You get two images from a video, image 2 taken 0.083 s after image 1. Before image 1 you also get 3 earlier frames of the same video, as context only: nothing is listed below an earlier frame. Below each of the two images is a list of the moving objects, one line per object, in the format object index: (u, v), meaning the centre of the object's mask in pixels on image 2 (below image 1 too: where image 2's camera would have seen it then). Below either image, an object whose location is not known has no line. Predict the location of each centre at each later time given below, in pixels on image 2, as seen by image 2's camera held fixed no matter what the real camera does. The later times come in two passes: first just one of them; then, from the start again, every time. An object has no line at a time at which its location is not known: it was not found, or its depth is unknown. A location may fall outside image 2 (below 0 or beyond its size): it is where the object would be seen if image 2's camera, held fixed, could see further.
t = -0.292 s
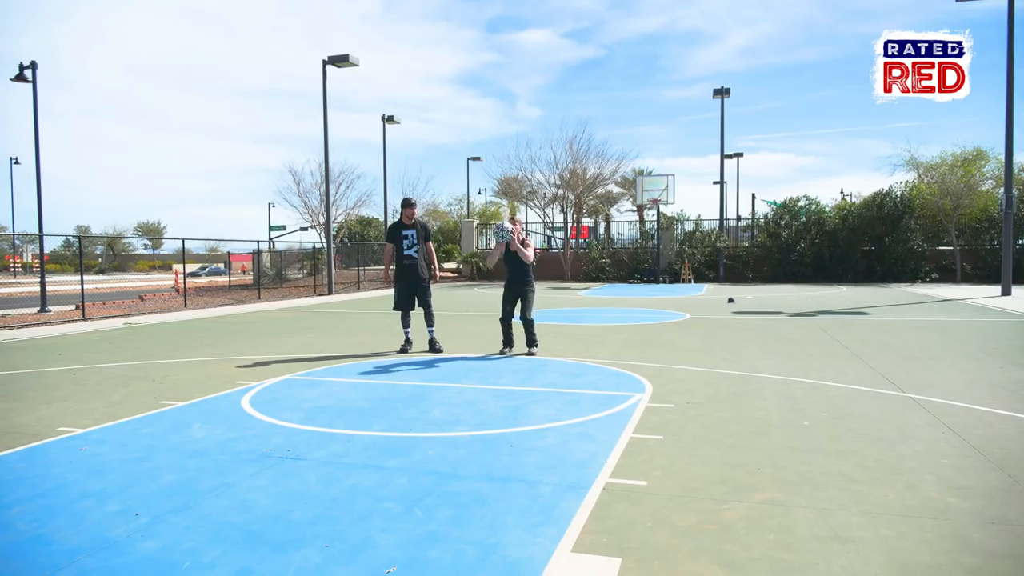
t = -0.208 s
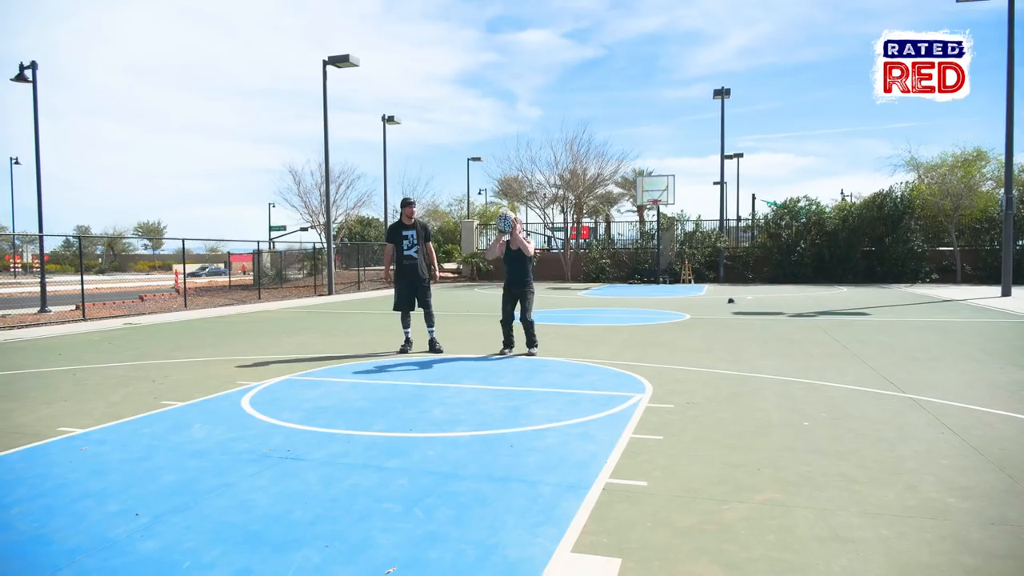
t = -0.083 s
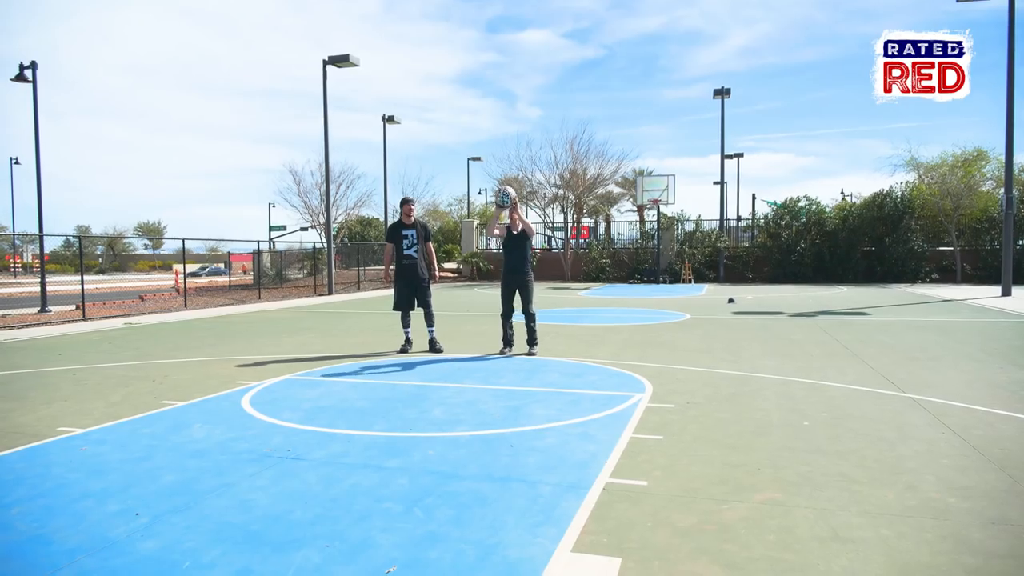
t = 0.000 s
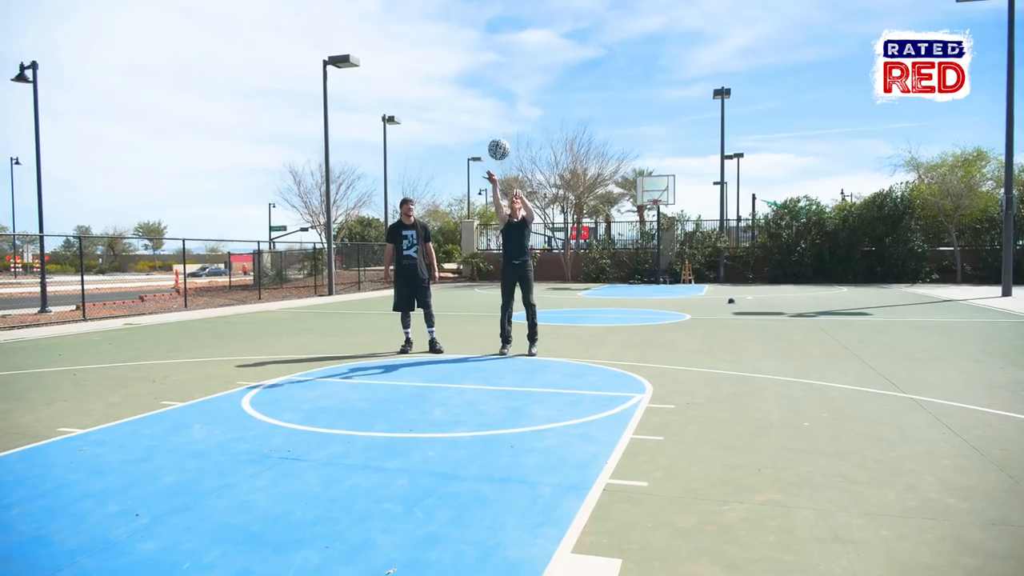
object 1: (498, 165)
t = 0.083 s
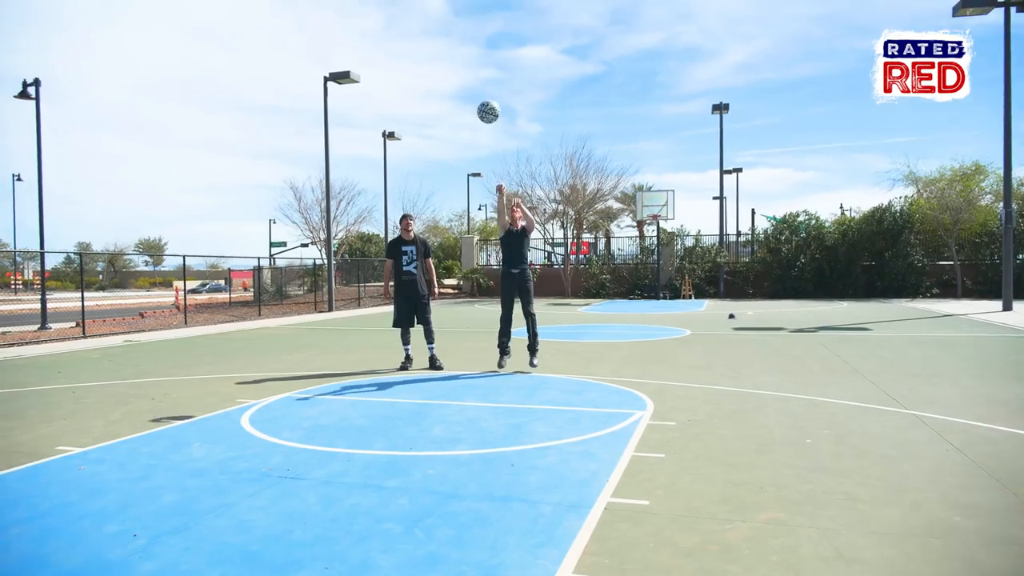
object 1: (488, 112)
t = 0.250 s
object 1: (462, 8)
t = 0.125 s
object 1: (482, 85)
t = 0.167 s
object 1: (476, 59)
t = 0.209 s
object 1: (470, 34)
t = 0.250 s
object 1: (462, 8)
